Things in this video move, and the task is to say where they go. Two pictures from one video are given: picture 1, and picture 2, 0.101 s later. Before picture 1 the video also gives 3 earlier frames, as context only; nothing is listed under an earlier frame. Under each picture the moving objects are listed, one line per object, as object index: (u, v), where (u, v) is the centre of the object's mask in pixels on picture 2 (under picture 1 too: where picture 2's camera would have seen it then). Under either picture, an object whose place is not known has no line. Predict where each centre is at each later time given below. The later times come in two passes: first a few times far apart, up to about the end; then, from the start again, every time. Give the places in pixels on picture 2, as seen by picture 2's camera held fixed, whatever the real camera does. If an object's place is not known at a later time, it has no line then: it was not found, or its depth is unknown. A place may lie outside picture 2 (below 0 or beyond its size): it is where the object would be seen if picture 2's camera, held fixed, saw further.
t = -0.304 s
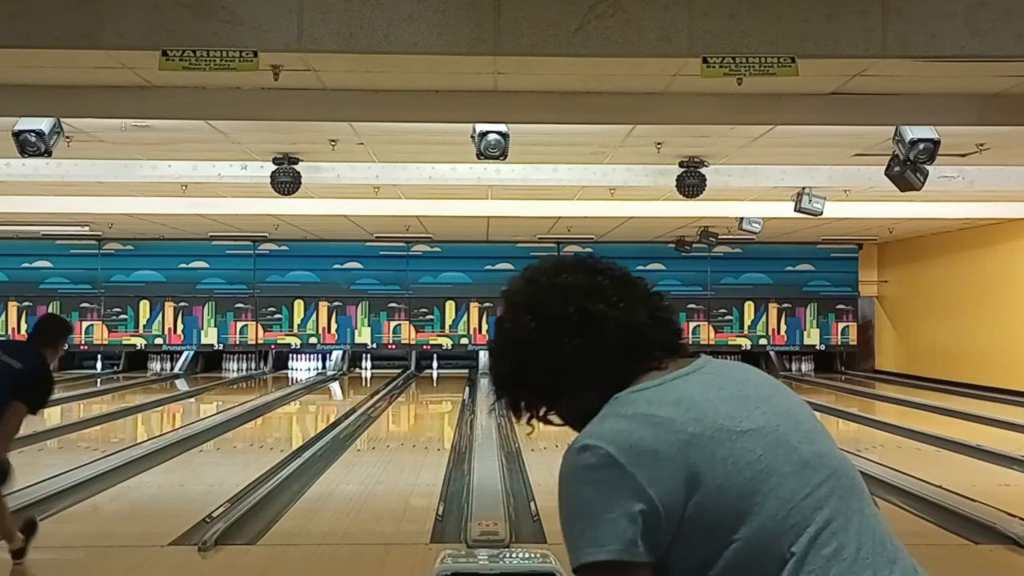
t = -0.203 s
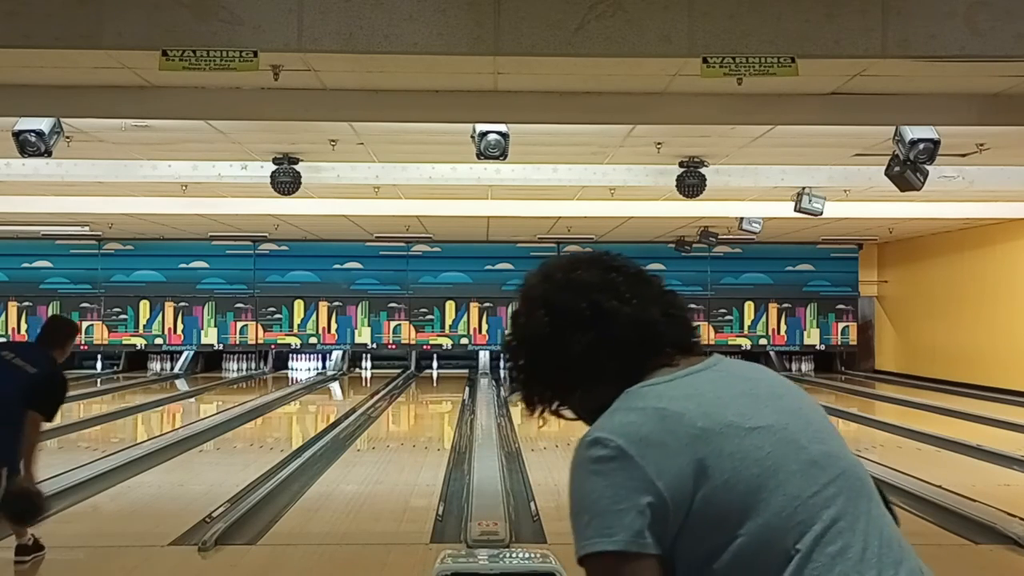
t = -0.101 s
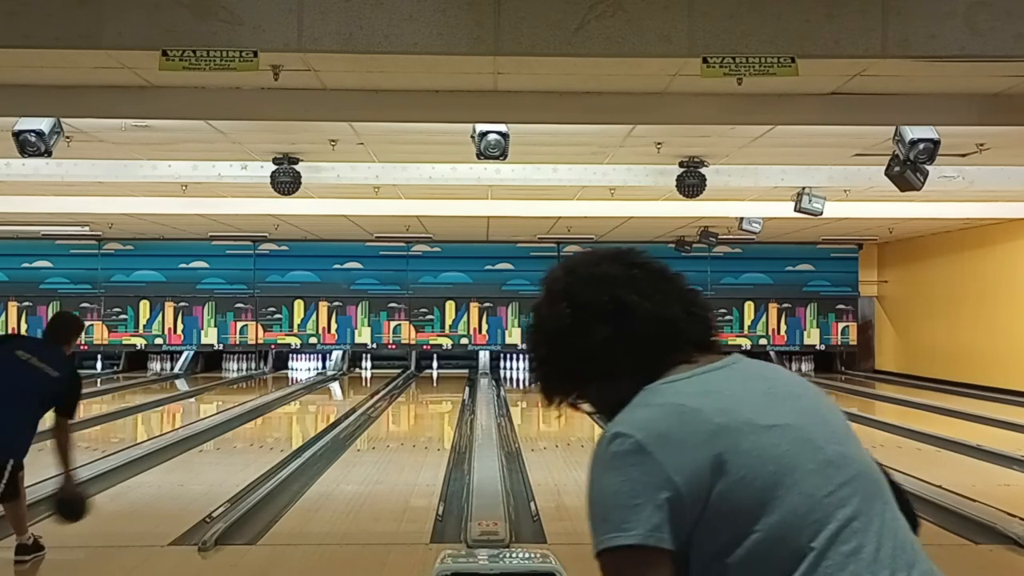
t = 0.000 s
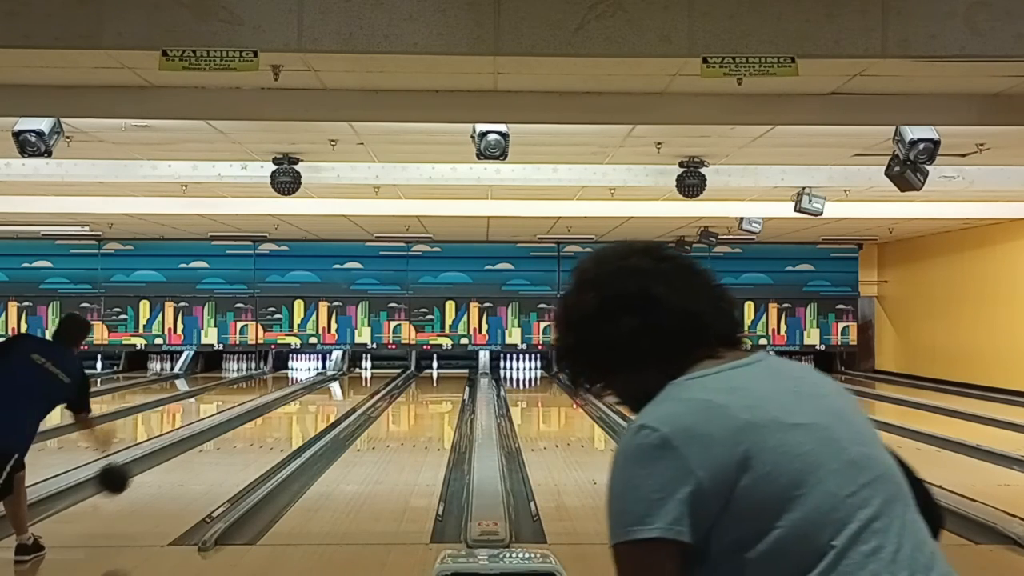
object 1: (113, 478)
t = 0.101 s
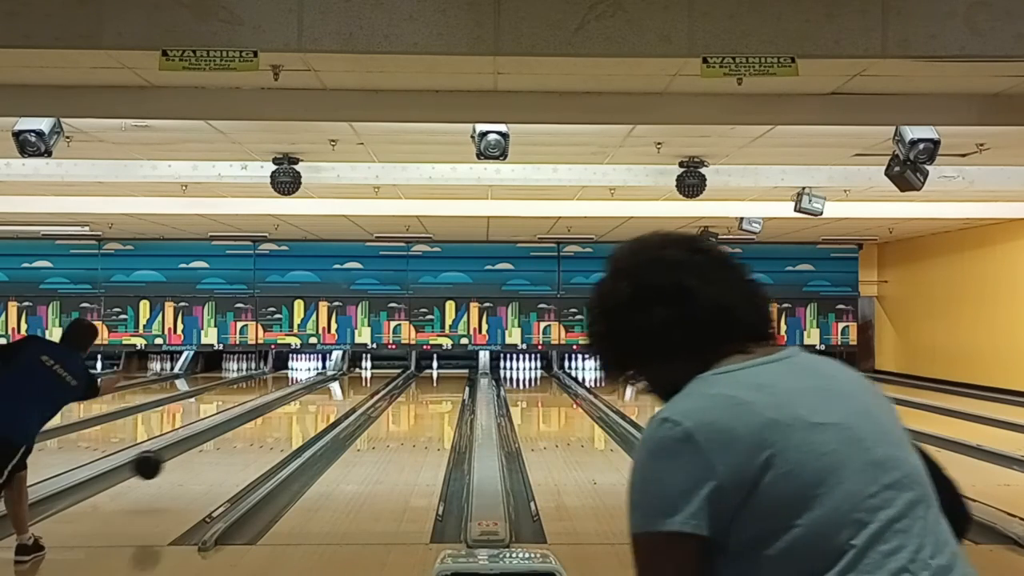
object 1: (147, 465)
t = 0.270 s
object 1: (191, 470)
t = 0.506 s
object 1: (235, 444)
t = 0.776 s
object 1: (271, 423)
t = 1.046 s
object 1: (297, 408)
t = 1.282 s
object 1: (314, 398)
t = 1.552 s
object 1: (329, 390)
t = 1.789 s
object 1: (341, 383)
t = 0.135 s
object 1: (157, 464)
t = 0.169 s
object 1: (166, 464)
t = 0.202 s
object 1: (175, 466)
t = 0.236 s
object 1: (183, 469)
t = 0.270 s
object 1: (191, 470)
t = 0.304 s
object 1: (199, 465)
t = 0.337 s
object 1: (206, 461)
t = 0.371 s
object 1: (212, 458)
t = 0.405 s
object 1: (218, 454)
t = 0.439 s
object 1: (224, 451)
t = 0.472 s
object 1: (230, 448)
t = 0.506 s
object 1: (235, 444)
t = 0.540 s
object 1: (241, 442)
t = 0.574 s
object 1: (245, 438)
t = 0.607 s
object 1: (250, 436)
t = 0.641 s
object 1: (255, 433)
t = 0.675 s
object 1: (259, 430)
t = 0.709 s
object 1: (263, 428)
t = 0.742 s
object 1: (267, 426)
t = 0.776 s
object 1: (271, 423)
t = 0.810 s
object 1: (274, 421)
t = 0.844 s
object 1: (278, 419)
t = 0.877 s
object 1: (282, 418)
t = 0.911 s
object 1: (285, 415)
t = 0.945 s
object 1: (288, 414)
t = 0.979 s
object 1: (291, 412)
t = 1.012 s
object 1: (294, 410)
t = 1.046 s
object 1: (297, 408)
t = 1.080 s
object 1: (299, 407)
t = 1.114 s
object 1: (302, 405)
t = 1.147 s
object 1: (304, 404)
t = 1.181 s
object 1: (307, 402)
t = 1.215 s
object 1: (309, 401)
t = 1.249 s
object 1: (311, 400)
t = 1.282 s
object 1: (314, 398)
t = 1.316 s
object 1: (316, 397)
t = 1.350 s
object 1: (318, 396)
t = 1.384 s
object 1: (320, 395)
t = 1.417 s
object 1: (322, 393)
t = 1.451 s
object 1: (324, 392)
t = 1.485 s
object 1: (326, 392)
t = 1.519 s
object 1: (328, 391)
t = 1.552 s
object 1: (329, 390)
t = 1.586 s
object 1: (331, 388)
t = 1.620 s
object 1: (333, 388)
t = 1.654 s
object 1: (334, 386)
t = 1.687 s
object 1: (336, 385)
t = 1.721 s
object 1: (337, 384)
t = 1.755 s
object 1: (339, 384)
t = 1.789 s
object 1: (341, 383)
